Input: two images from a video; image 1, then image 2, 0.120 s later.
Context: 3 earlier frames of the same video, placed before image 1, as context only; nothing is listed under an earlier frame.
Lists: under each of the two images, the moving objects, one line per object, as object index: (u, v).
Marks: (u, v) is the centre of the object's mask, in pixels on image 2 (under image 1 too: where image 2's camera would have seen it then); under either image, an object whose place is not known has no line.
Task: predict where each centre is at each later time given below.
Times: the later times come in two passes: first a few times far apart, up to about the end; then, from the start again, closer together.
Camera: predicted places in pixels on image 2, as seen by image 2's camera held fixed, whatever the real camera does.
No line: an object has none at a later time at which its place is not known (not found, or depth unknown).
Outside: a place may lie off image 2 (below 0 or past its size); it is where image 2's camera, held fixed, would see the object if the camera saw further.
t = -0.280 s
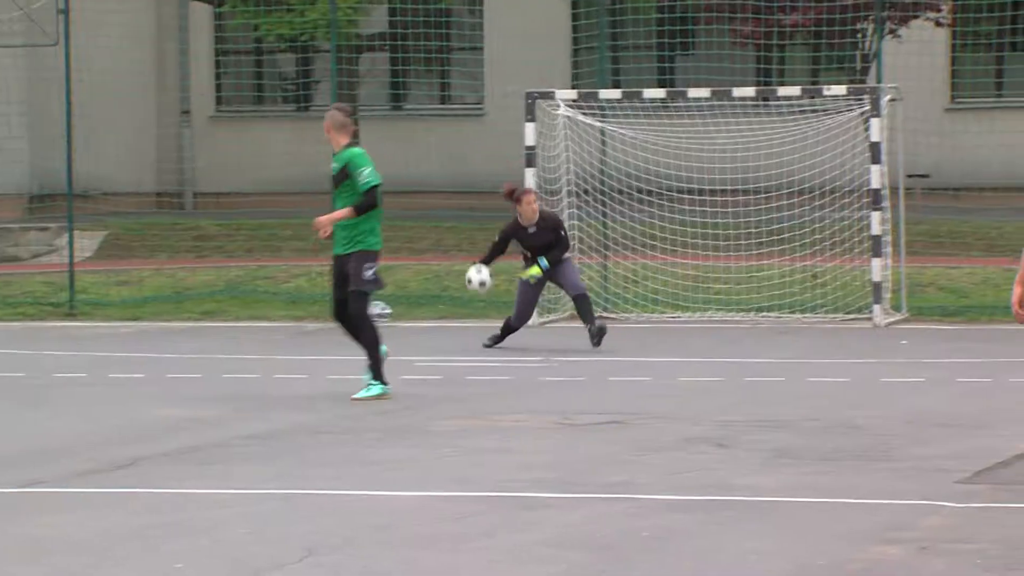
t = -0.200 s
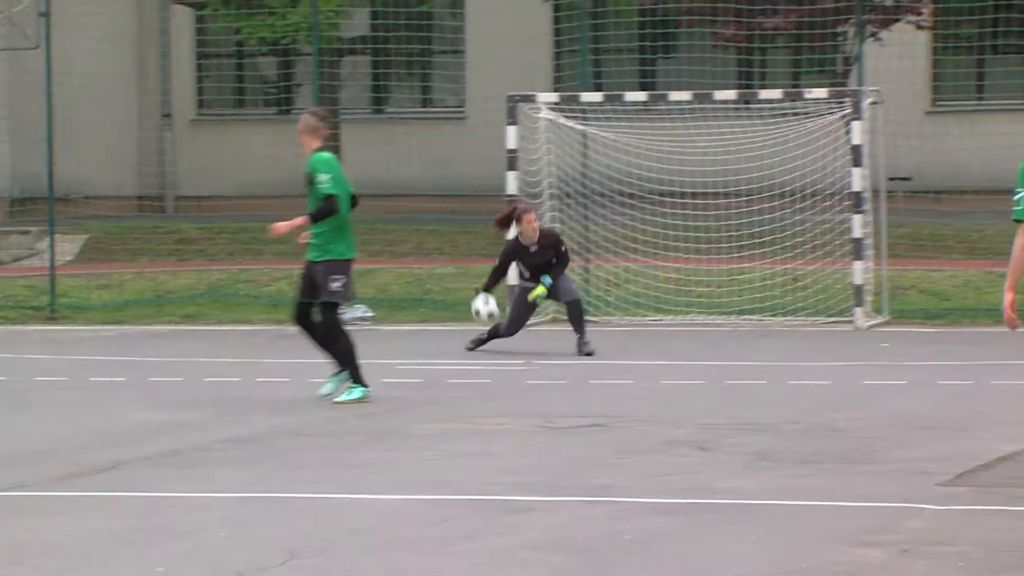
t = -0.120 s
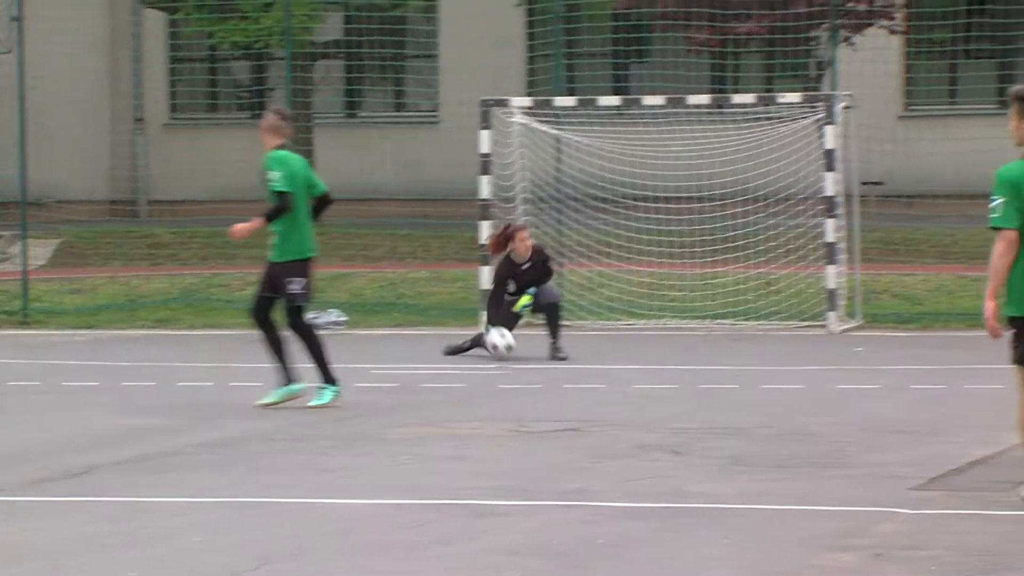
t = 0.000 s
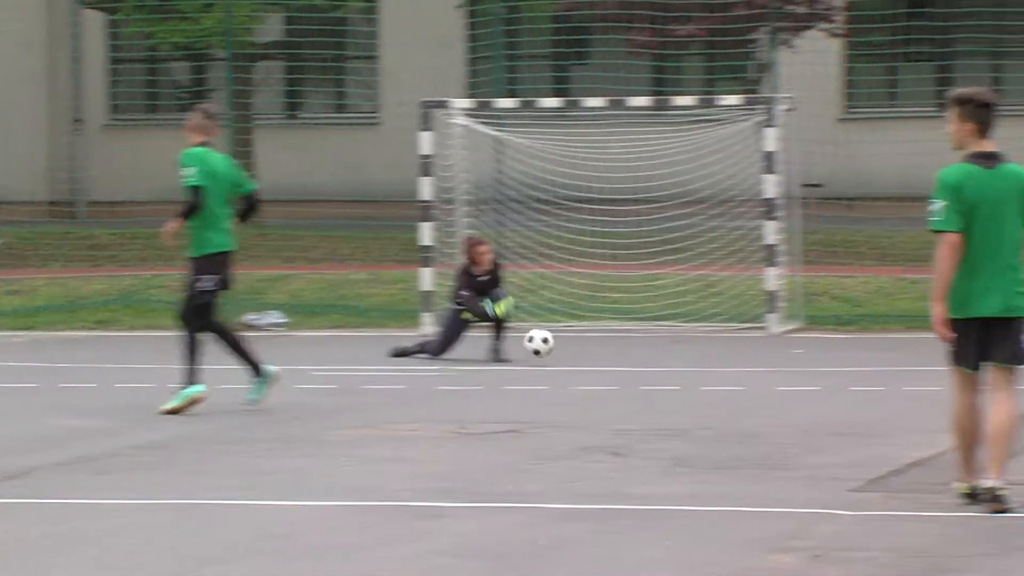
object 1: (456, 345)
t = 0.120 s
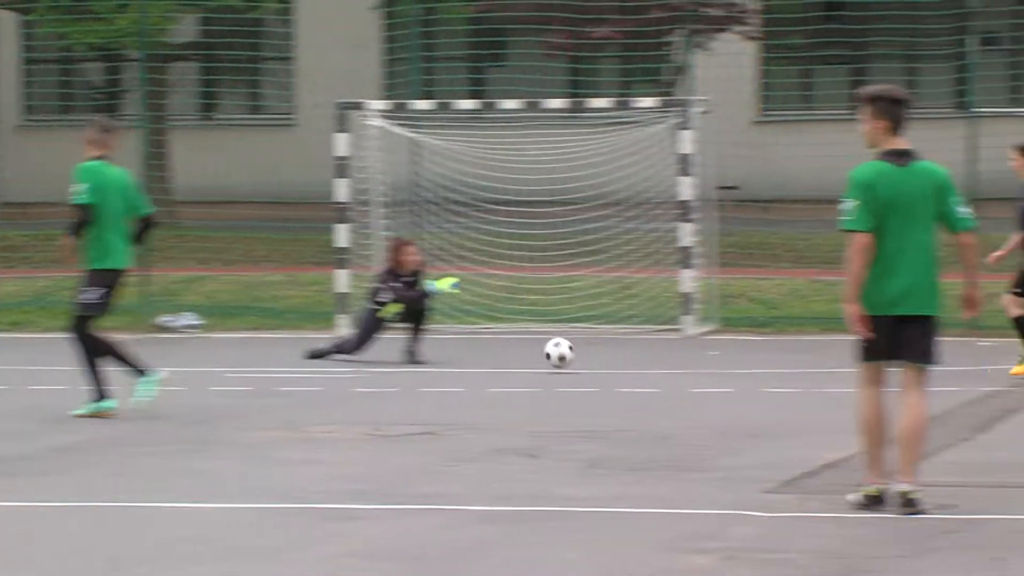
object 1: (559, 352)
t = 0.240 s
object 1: (664, 357)
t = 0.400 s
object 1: (808, 365)
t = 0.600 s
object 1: (994, 375)
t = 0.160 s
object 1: (595, 360)
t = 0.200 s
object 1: (629, 357)
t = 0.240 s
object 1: (664, 357)
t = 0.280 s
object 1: (700, 358)
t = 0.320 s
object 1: (736, 362)
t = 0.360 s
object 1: (772, 368)
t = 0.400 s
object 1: (808, 365)
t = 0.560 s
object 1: (957, 376)
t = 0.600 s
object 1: (994, 375)
